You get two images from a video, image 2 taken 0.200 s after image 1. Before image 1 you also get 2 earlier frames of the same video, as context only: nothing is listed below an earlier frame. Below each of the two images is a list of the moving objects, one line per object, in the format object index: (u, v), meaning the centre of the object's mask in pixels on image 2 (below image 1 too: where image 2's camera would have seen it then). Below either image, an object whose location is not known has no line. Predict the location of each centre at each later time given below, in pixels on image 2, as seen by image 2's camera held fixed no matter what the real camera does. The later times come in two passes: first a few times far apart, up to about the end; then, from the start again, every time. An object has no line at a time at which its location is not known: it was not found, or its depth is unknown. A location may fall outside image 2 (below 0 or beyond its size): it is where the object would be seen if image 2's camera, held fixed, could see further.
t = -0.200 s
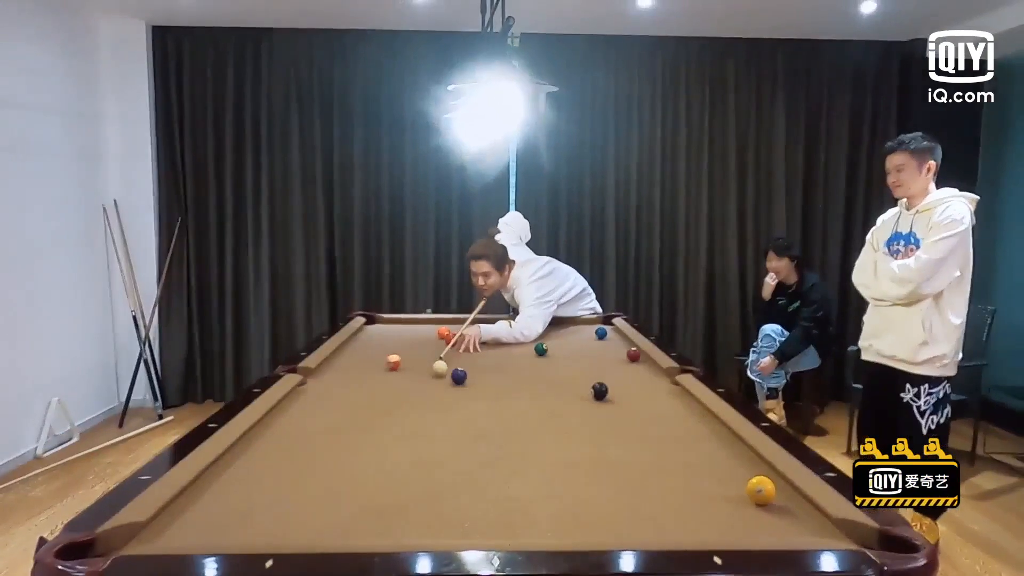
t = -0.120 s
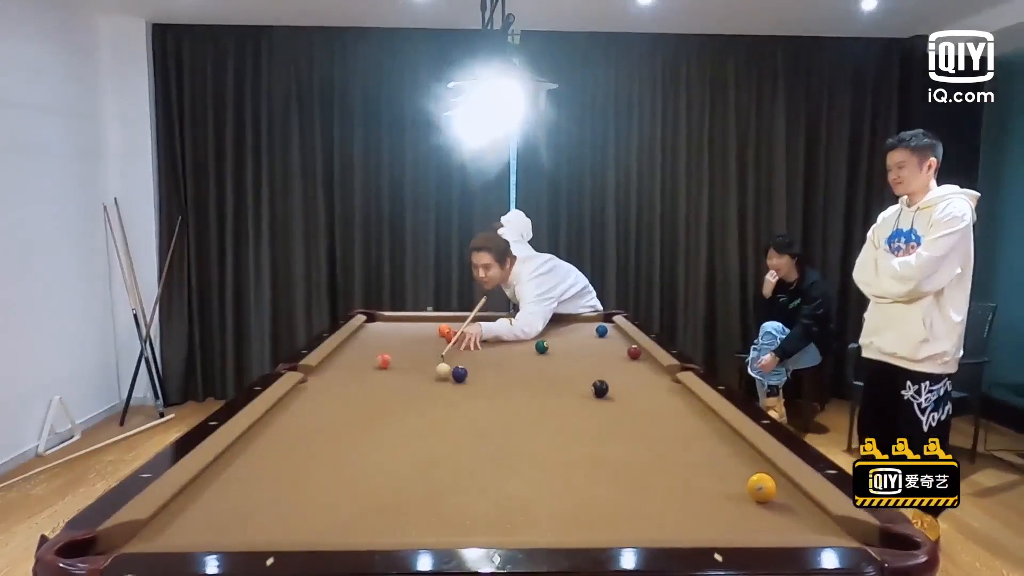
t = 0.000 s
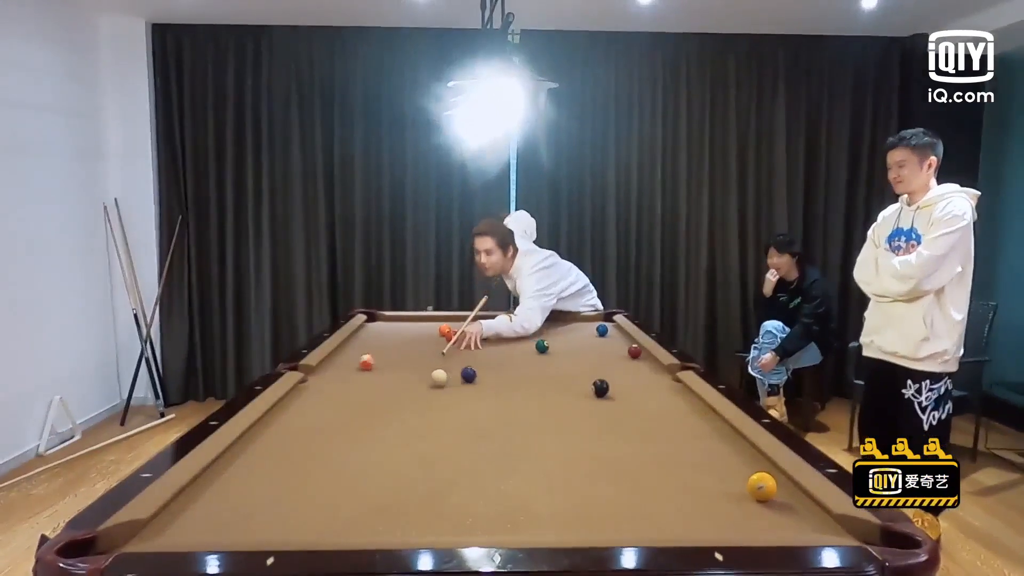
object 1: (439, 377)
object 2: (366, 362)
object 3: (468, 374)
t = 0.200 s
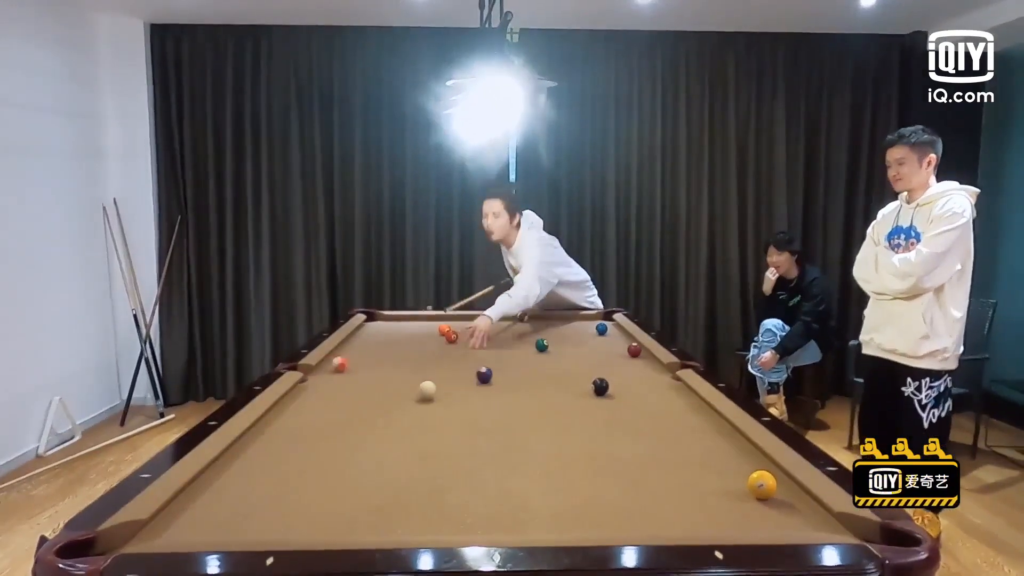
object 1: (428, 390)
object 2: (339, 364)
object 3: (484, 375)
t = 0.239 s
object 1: (425, 393)
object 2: (337, 364)
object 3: (487, 375)
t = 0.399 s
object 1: (414, 405)
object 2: (329, 366)
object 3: (499, 376)
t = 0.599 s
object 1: (399, 422)
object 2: (343, 367)
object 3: (514, 378)
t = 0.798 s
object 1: (383, 441)
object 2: (357, 369)
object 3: (528, 379)
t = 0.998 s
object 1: (363, 465)
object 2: (371, 370)
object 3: (540, 380)
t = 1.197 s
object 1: (340, 492)
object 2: (384, 372)
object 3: (551, 381)
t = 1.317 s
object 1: (324, 510)
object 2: (393, 370)
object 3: (558, 381)
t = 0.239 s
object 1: (425, 393)
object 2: (337, 364)
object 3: (487, 375)
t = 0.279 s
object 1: (423, 395)
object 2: (330, 364)
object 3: (490, 375)
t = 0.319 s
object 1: (420, 398)
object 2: (324, 365)
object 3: (493, 376)
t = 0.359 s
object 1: (418, 401)
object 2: (326, 365)
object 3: (497, 376)
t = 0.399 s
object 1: (414, 405)
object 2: (329, 366)
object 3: (499, 376)
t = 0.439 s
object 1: (412, 408)
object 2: (332, 366)
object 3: (502, 377)
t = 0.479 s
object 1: (409, 411)
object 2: (335, 367)
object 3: (505, 377)
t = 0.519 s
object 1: (406, 415)
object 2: (338, 368)
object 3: (508, 377)
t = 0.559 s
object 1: (403, 418)
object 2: (340, 367)
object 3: (511, 377)
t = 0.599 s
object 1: (399, 422)
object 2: (343, 367)
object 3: (514, 378)
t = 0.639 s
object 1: (396, 426)
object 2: (346, 367)
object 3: (516, 378)
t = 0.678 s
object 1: (393, 430)
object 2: (349, 368)
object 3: (519, 378)
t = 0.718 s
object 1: (390, 433)
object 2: (352, 368)
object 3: (522, 378)
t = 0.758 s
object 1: (386, 437)
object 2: (355, 368)
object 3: (525, 379)
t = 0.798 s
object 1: (383, 441)
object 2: (357, 369)
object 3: (528, 379)
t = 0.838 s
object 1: (379, 446)
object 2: (360, 369)
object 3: (530, 379)
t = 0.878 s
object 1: (375, 450)
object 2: (363, 369)
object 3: (533, 379)
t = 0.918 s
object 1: (372, 455)
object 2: (366, 369)
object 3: (535, 379)
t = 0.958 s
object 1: (367, 460)
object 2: (369, 370)
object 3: (538, 380)
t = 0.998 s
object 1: (363, 465)
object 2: (371, 370)
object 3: (540, 380)
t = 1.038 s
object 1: (359, 470)
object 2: (374, 371)
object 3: (542, 380)
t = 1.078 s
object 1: (354, 475)
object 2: (376, 371)
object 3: (545, 380)
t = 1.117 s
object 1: (349, 481)
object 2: (379, 371)
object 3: (547, 380)
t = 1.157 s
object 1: (345, 487)
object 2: (381, 371)
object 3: (549, 381)
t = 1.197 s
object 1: (340, 492)
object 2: (384, 372)
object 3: (551, 381)
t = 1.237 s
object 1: (334, 498)
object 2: (386, 372)
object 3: (554, 381)
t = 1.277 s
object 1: (329, 505)
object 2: (389, 372)
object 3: (556, 381)
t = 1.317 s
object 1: (324, 510)
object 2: (393, 370)
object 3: (558, 381)
